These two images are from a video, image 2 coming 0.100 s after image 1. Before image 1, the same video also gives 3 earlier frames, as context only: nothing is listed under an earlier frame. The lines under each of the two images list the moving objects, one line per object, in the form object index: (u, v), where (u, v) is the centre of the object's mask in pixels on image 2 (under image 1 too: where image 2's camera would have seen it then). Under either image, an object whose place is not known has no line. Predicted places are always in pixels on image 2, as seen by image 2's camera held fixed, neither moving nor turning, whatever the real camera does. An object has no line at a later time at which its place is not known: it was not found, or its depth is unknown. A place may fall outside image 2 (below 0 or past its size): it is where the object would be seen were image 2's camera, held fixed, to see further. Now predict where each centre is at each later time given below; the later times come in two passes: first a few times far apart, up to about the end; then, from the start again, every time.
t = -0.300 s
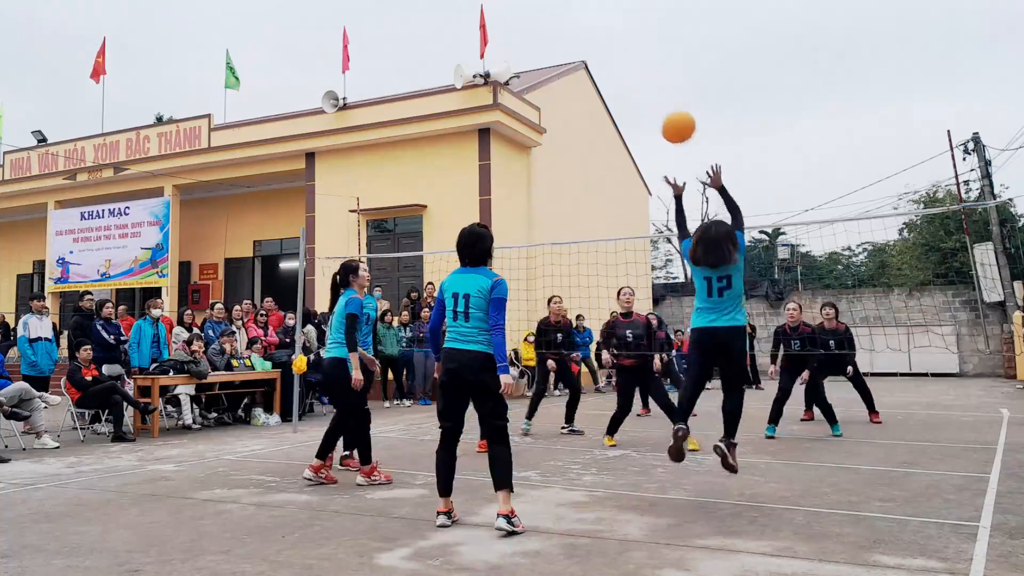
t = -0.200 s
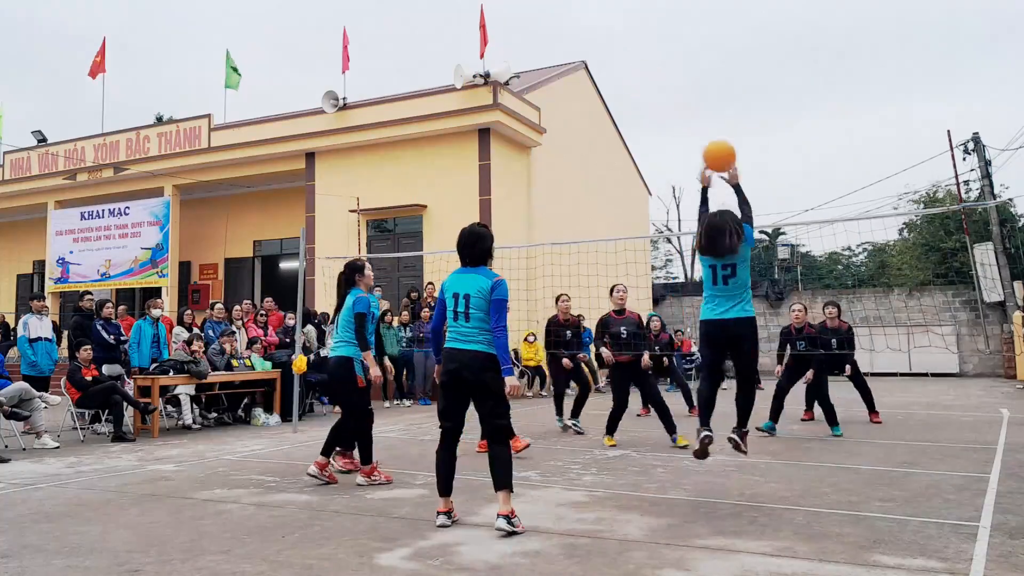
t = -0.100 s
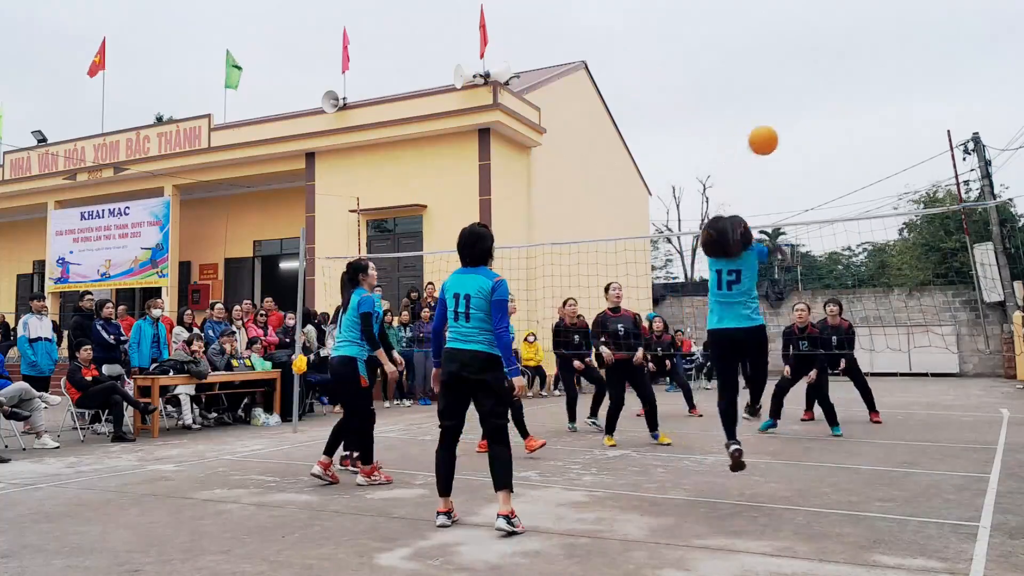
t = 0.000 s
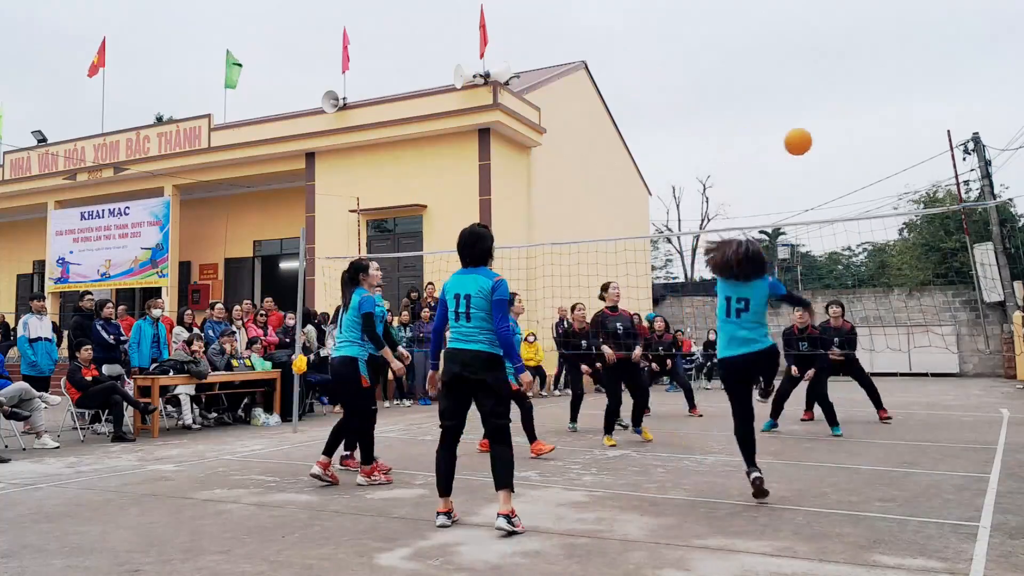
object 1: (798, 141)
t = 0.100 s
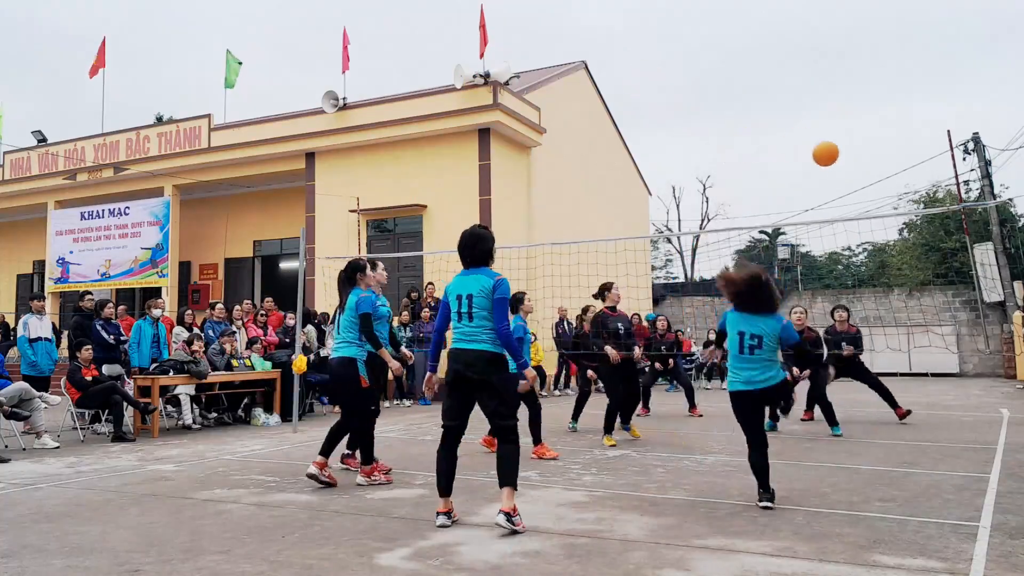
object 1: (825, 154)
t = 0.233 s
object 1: (853, 181)
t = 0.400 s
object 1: (881, 230)
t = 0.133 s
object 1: (833, 159)
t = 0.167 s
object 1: (840, 166)
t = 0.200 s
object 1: (847, 173)
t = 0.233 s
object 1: (853, 181)
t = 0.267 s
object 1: (859, 190)
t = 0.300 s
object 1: (865, 199)
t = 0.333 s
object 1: (871, 207)
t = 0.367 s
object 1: (876, 220)
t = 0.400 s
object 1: (881, 230)
